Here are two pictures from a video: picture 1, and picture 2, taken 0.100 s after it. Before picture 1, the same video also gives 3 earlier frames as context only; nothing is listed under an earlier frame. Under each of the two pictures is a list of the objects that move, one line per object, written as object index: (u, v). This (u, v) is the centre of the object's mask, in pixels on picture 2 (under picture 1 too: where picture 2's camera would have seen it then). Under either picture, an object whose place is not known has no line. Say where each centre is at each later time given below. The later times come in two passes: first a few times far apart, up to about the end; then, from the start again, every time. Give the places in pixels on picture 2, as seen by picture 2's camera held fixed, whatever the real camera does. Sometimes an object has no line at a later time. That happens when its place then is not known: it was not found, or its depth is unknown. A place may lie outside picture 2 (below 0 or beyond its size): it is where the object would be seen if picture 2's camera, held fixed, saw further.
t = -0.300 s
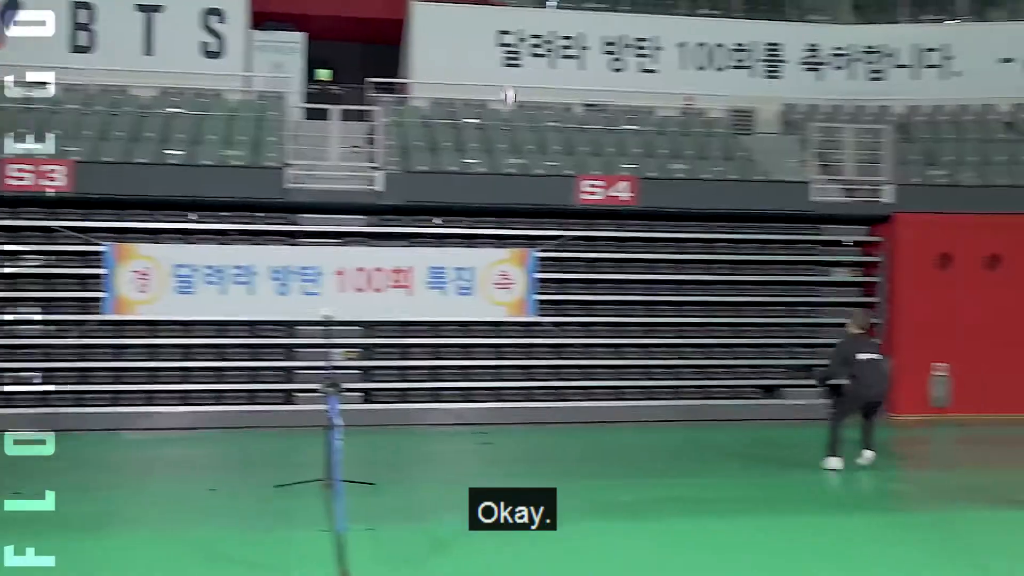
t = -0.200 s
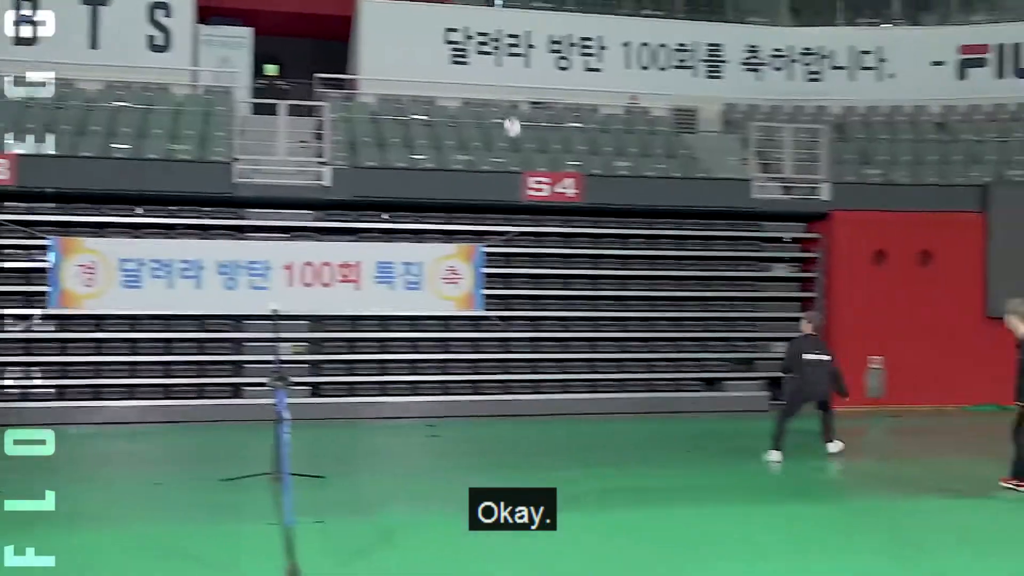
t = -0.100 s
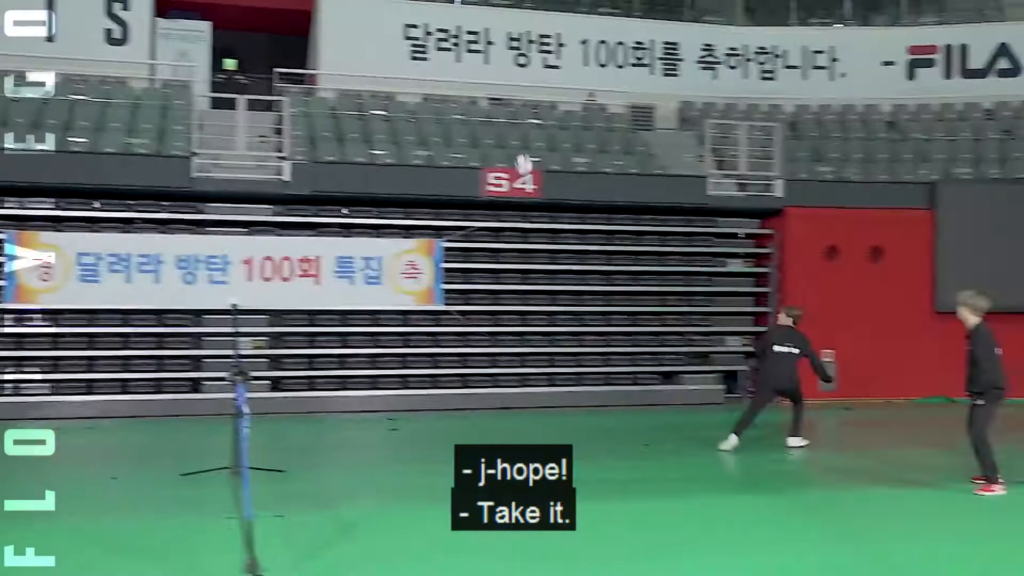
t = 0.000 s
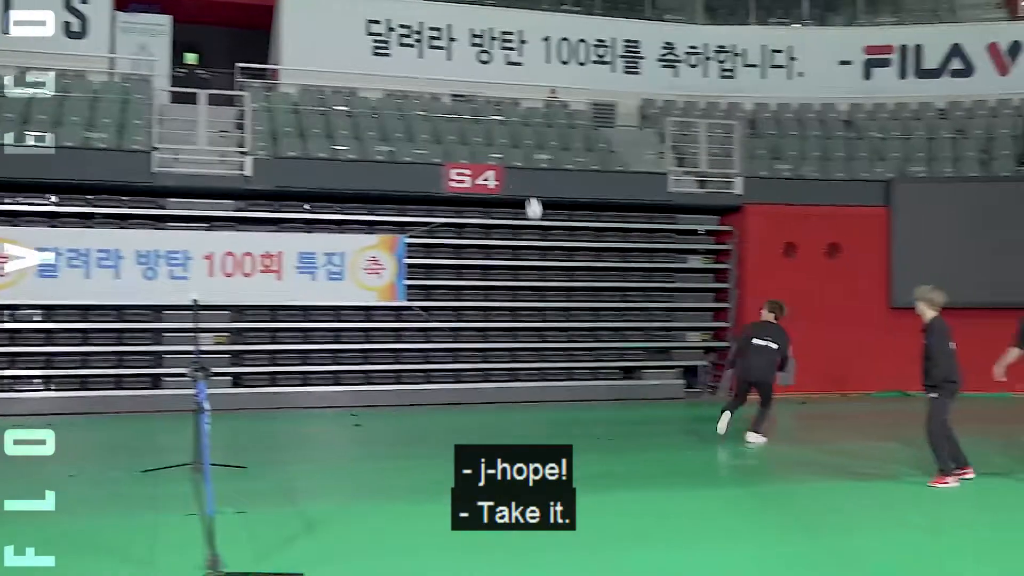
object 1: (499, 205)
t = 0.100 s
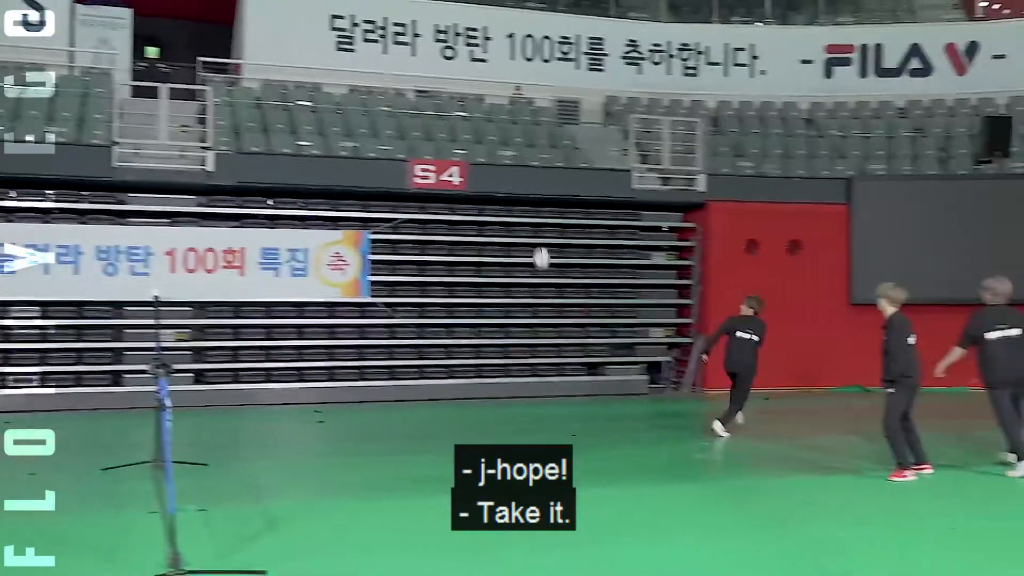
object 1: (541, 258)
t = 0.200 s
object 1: (580, 316)
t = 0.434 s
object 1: (649, 391)
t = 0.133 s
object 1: (555, 277)
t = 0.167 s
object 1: (567, 296)
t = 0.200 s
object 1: (580, 316)
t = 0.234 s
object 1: (592, 336)
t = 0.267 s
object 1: (604, 357)
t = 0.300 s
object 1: (615, 378)
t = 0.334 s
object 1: (627, 401)
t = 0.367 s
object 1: (639, 420)
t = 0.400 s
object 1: (644, 405)
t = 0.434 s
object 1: (649, 391)
